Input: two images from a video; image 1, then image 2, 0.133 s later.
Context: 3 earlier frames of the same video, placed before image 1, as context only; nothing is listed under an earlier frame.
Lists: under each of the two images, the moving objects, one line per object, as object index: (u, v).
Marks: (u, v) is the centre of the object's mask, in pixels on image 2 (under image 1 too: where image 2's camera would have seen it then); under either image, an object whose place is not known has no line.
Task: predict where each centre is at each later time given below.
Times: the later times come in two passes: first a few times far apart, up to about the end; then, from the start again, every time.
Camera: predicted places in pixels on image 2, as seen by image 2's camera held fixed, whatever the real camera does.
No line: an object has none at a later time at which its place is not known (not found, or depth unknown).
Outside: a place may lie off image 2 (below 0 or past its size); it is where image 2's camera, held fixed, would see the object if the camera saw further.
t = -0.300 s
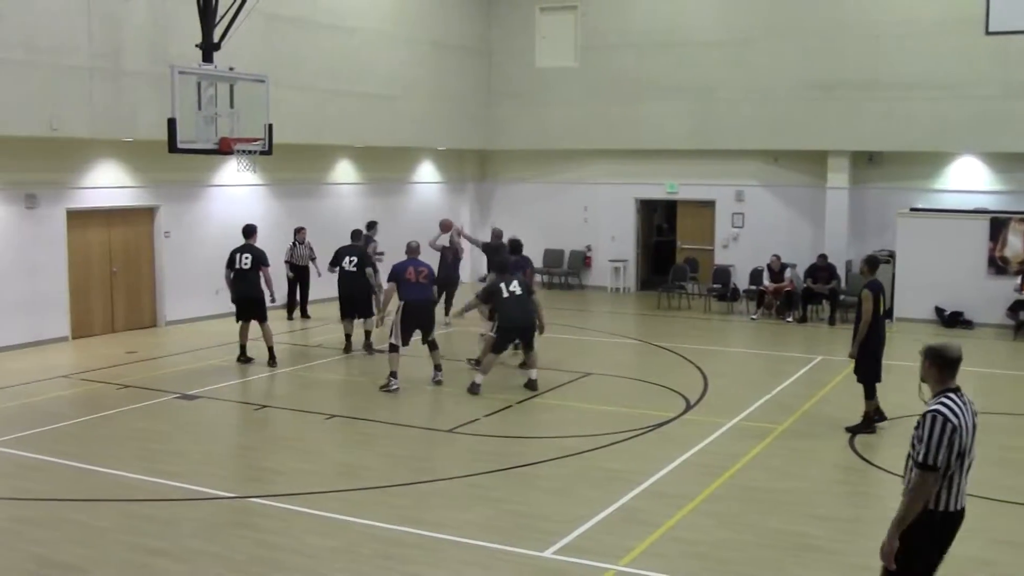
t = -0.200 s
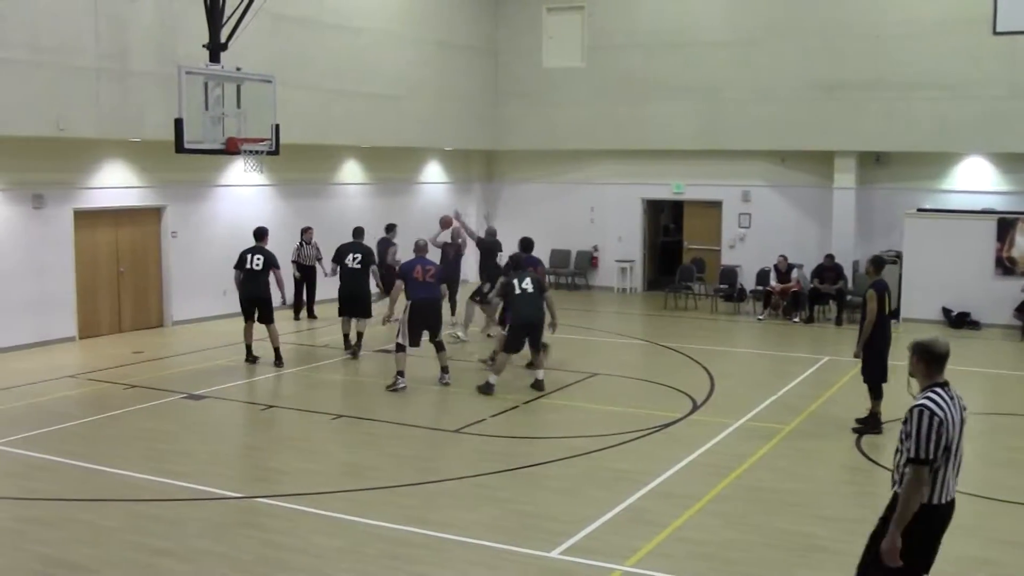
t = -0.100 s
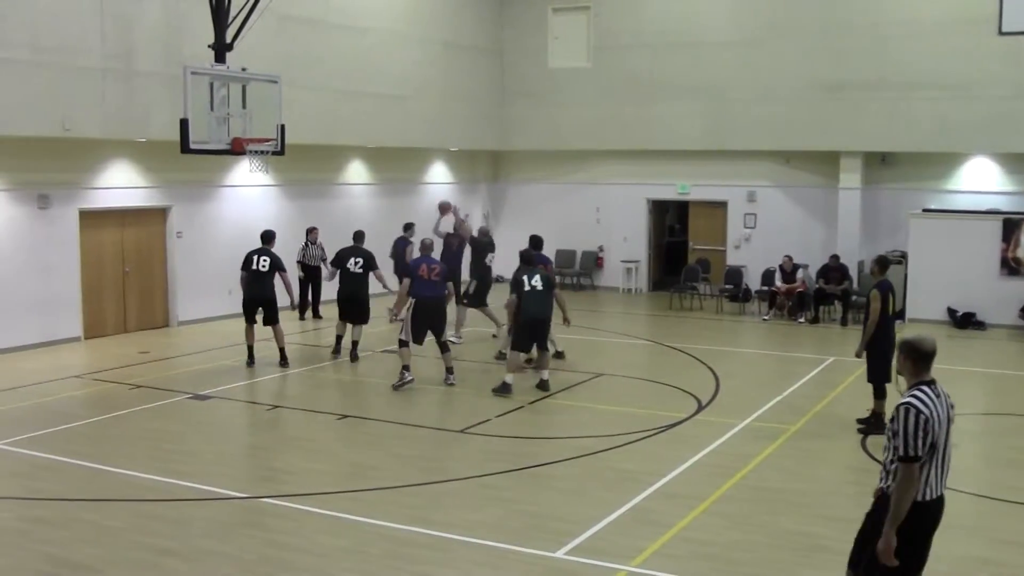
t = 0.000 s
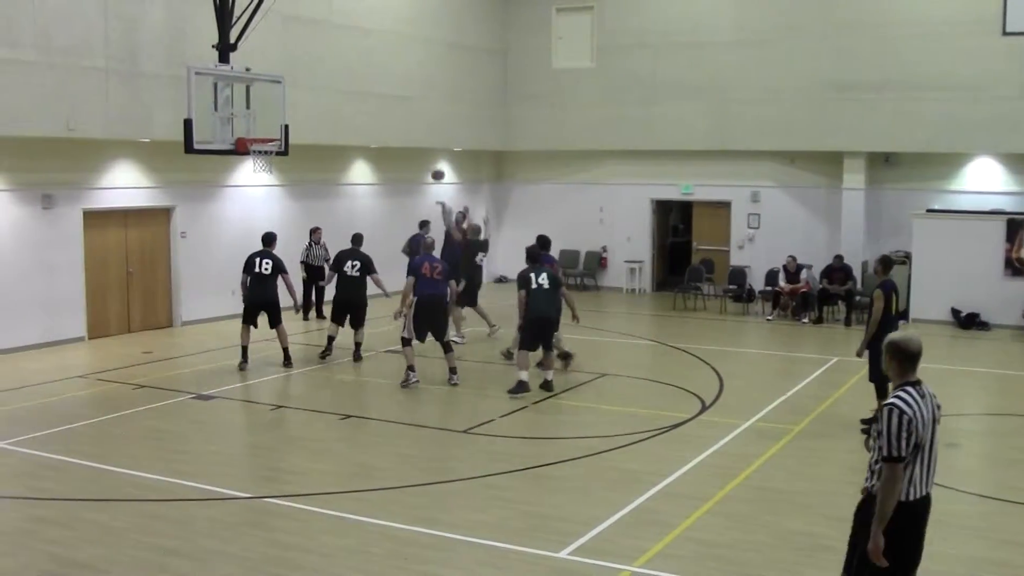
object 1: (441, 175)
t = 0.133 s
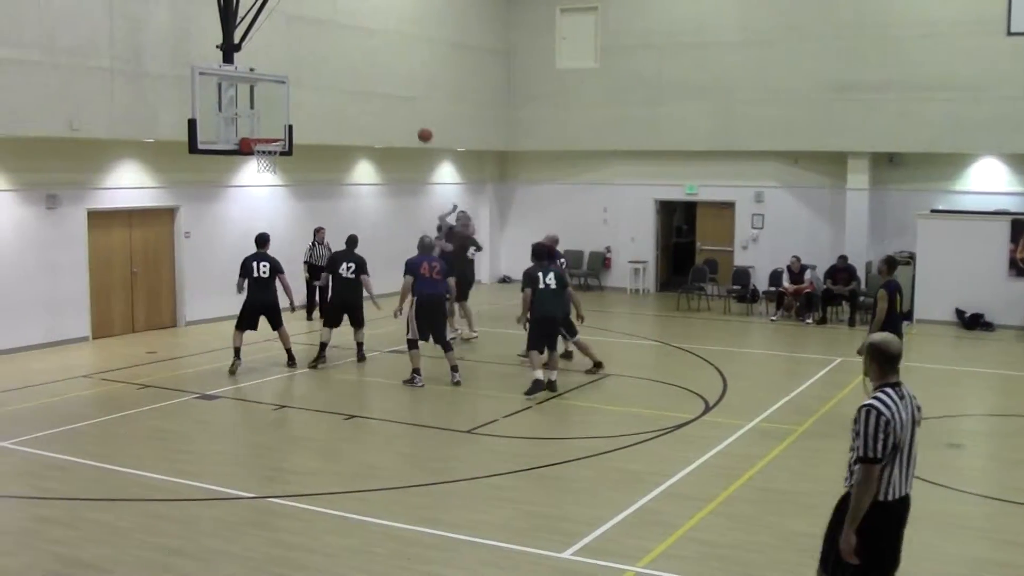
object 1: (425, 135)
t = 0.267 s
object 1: (407, 104)
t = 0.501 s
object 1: (374, 74)
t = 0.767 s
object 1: (334, 81)
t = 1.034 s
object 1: (294, 136)
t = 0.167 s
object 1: (421, 127)
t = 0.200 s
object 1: (416, 118)
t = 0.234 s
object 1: (412, 111)
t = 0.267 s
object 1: (407, 104)
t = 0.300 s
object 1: (402, 98)
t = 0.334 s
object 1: (398, 92)
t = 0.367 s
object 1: (394, 87)
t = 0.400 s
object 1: (389, 83)
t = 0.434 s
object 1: (384, 79)
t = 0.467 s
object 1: (379, 76)
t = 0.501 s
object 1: (374, 74)
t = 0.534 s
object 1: (369, 72)
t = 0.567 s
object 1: (364, 71)
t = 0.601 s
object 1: (359, 71)
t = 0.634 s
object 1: (354, 71)
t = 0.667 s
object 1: (349, 72)
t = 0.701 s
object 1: (344, 74)
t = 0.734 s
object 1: (339, 77)
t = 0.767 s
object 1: (334, 81)
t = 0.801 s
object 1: (328, 85)
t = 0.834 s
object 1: (322, 91)
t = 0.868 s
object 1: (317, 97)
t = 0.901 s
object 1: (311, 104)
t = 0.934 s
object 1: (305, 112)
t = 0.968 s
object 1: (299, 121)
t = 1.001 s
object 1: (294, 129)
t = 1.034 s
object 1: (294, 136)
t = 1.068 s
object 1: (303, 137)
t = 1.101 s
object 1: (313, 138)
